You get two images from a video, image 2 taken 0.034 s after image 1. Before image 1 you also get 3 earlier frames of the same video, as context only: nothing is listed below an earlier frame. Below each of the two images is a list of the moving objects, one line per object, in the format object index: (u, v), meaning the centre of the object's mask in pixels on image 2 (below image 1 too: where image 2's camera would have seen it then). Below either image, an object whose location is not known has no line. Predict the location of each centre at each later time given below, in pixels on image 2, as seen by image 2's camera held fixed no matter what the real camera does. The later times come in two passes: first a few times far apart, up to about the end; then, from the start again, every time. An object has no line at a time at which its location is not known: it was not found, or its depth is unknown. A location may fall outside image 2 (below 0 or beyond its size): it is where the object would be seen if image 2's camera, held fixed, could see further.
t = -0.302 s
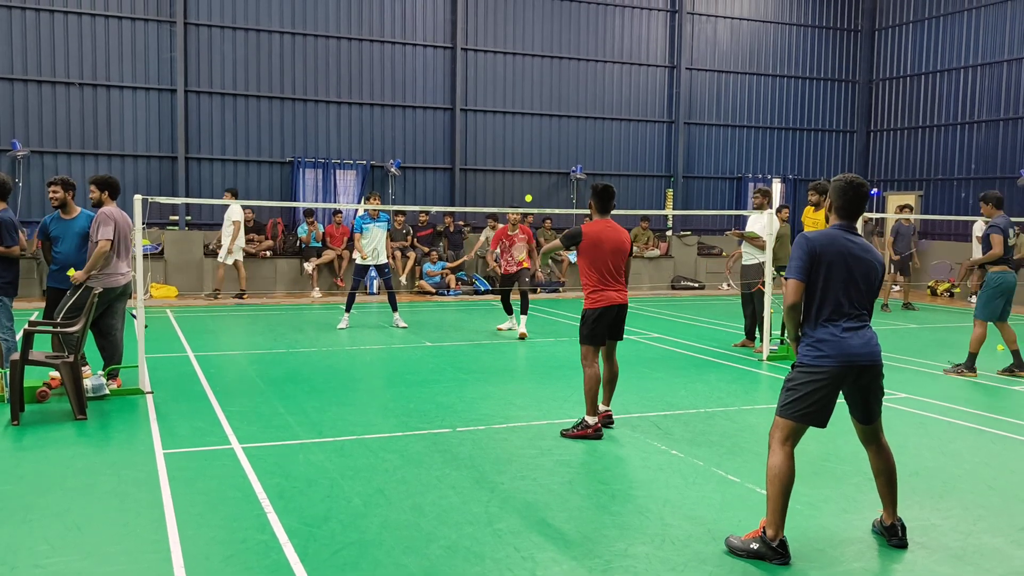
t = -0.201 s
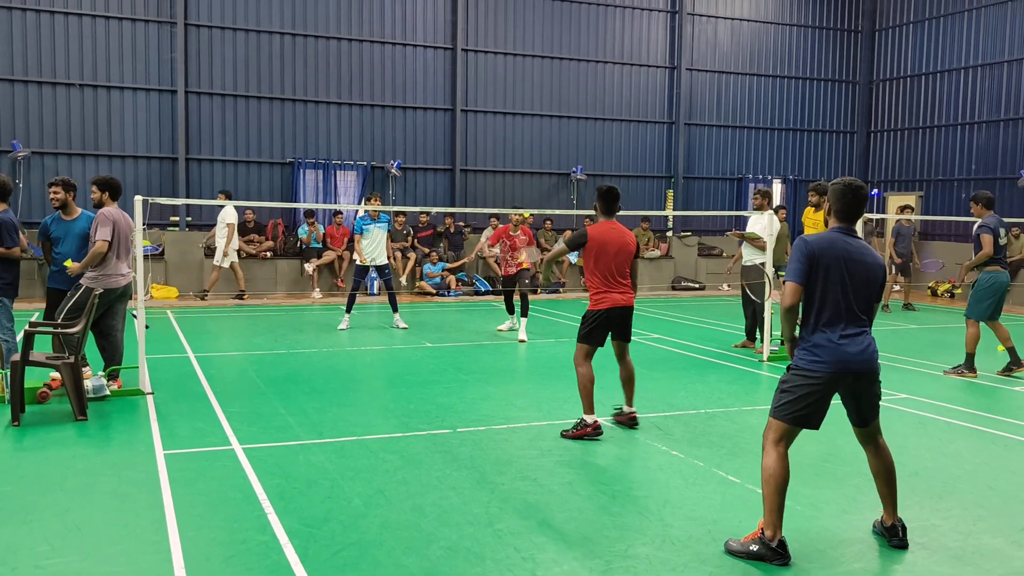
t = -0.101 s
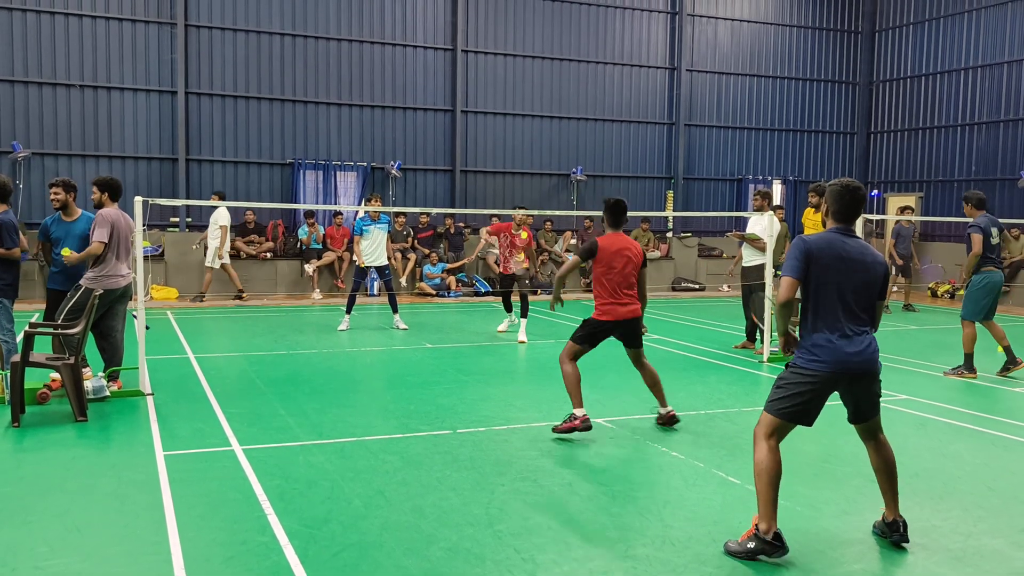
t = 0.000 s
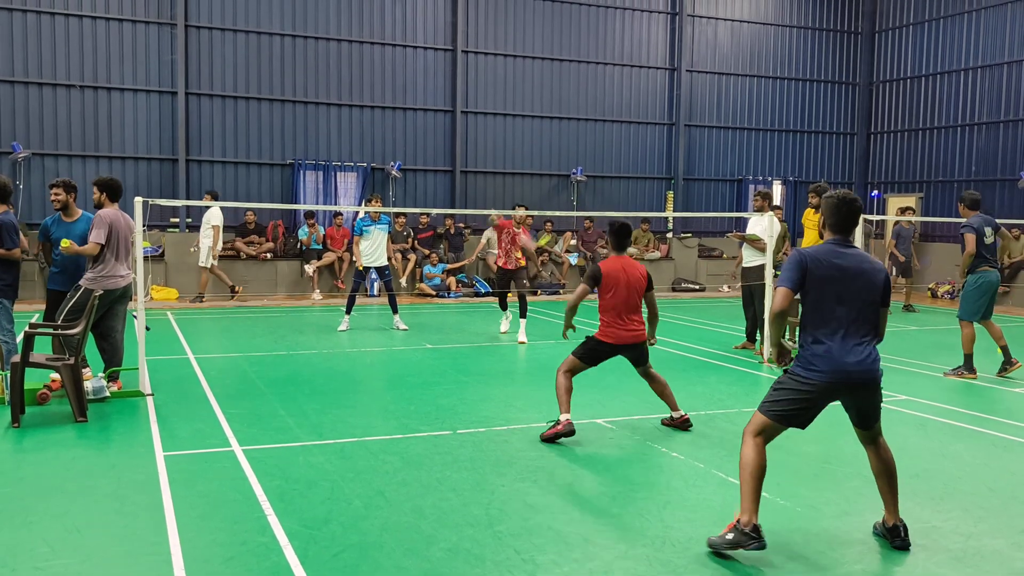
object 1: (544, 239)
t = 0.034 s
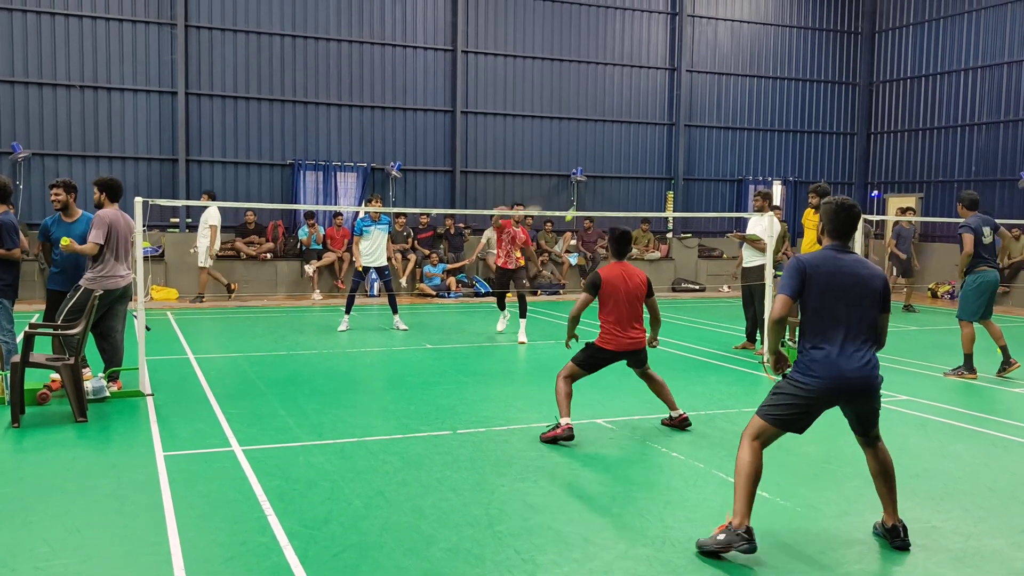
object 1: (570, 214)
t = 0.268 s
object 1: (740, 86)
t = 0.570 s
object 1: (931, 31)
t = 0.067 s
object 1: (594, 188)
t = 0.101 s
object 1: (620, 169)
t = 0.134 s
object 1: (646, 150)
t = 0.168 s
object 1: (670, 131)
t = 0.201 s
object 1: (694, 114)
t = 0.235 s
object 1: (718, 100)
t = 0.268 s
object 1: (740, 86)
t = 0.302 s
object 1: (763, 74)
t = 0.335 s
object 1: (784, 64)
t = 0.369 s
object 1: (806, 55)
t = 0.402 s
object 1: (827, 47)
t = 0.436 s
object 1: (848, 41)
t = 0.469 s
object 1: (869, 36)
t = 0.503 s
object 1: (890, 33)
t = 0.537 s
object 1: (911, 31)
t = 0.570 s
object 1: (931, 31)
